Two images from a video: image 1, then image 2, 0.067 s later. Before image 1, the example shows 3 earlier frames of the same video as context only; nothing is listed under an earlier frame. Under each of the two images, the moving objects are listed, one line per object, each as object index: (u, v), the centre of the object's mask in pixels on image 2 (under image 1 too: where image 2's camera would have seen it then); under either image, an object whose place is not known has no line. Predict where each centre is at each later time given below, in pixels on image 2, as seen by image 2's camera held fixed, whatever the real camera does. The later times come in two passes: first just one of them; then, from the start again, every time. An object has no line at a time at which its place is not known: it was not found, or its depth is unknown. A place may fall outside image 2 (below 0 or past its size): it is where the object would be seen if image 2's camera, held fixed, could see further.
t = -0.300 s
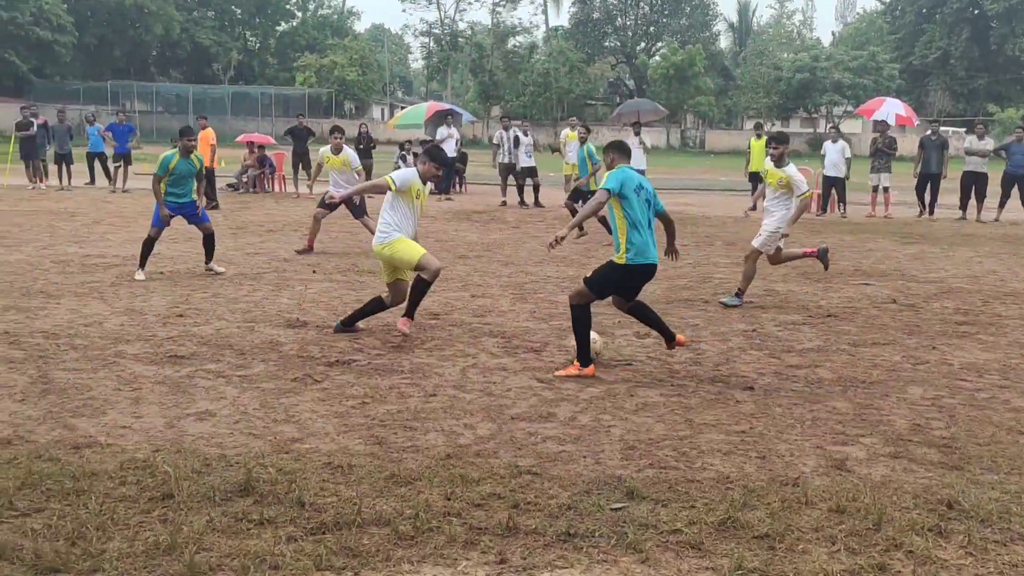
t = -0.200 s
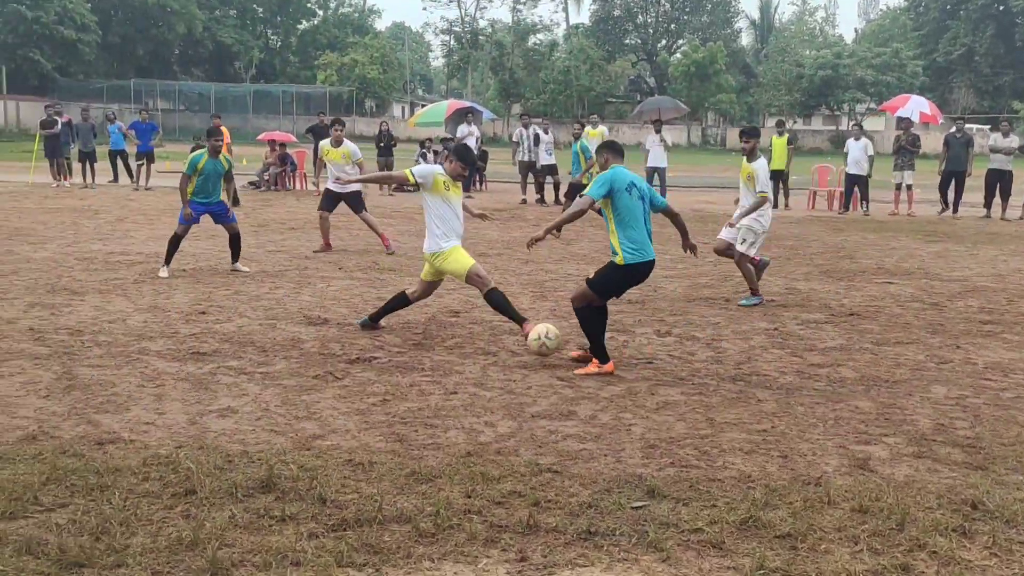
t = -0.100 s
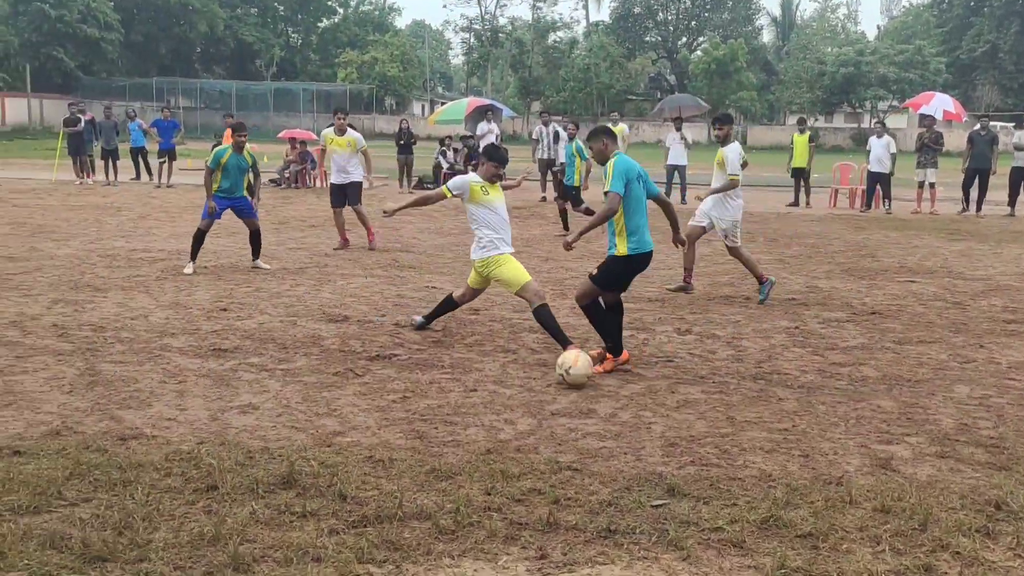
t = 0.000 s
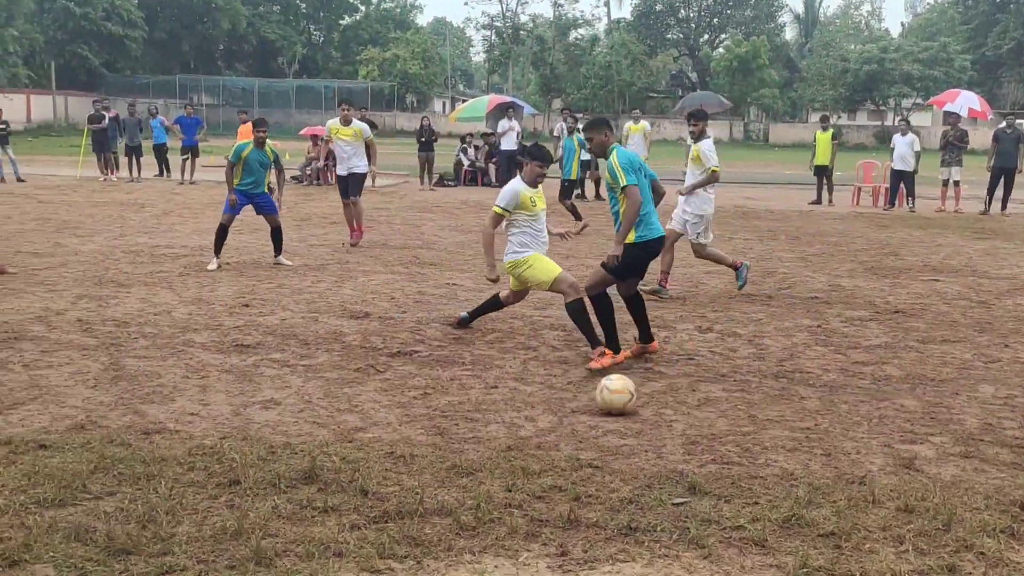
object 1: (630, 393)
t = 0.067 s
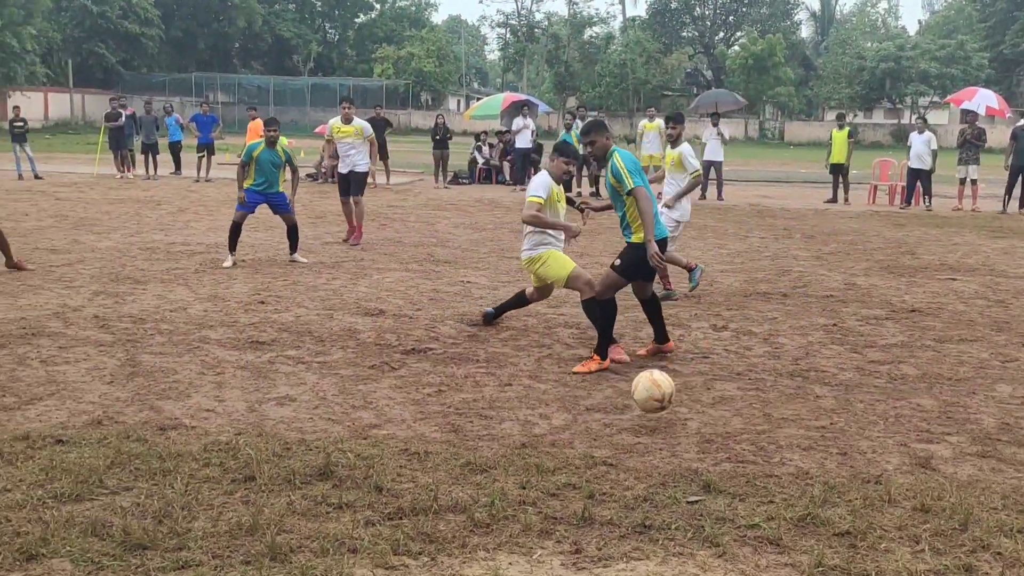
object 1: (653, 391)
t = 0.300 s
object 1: (731, 454)
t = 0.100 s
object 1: (666, 393)
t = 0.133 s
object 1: (673, 396)
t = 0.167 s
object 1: (679, 400)
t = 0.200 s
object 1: (693, 410)
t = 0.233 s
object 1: (707, 423)
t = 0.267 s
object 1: (715, 432)
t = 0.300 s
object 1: (731, 454)
